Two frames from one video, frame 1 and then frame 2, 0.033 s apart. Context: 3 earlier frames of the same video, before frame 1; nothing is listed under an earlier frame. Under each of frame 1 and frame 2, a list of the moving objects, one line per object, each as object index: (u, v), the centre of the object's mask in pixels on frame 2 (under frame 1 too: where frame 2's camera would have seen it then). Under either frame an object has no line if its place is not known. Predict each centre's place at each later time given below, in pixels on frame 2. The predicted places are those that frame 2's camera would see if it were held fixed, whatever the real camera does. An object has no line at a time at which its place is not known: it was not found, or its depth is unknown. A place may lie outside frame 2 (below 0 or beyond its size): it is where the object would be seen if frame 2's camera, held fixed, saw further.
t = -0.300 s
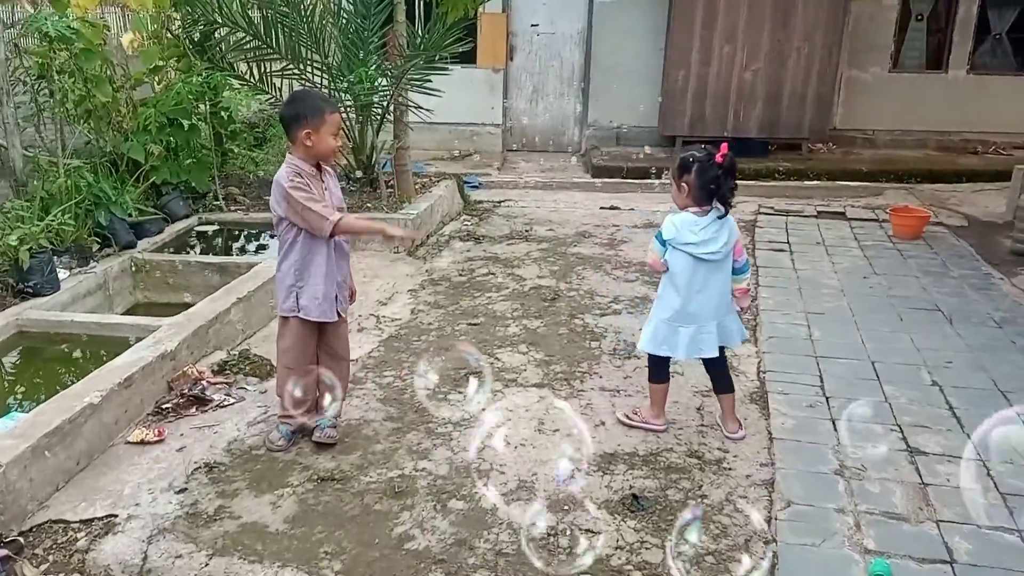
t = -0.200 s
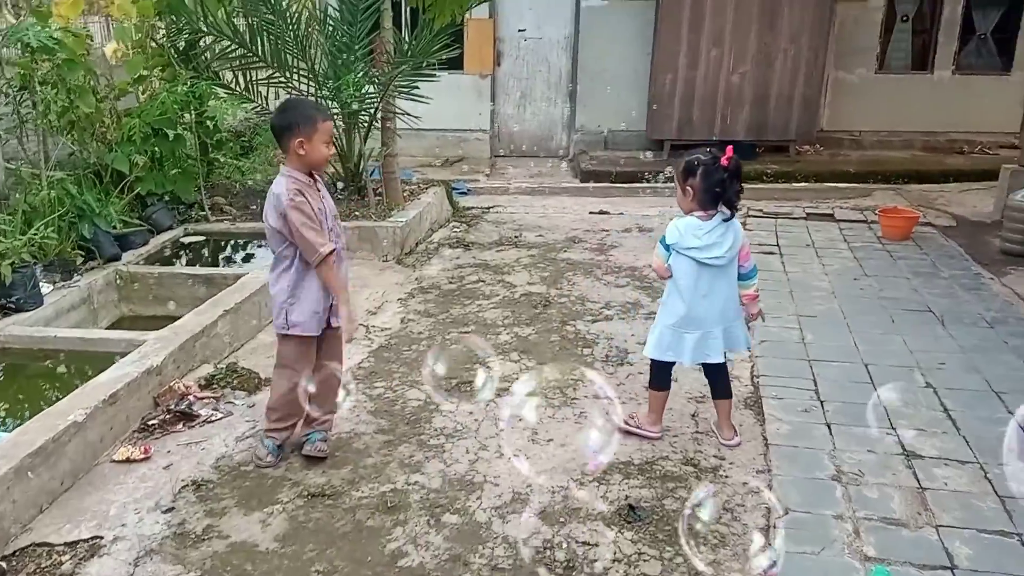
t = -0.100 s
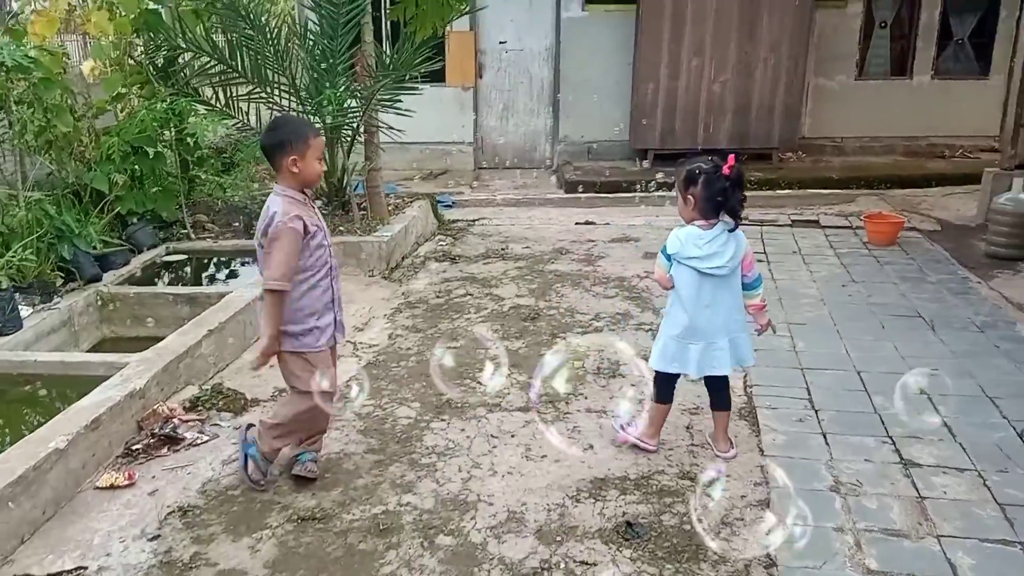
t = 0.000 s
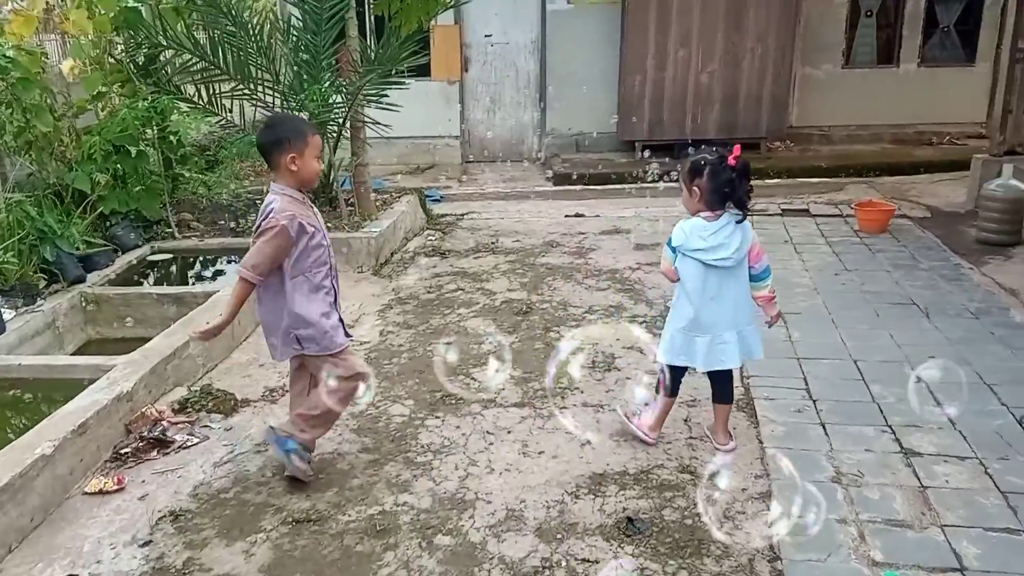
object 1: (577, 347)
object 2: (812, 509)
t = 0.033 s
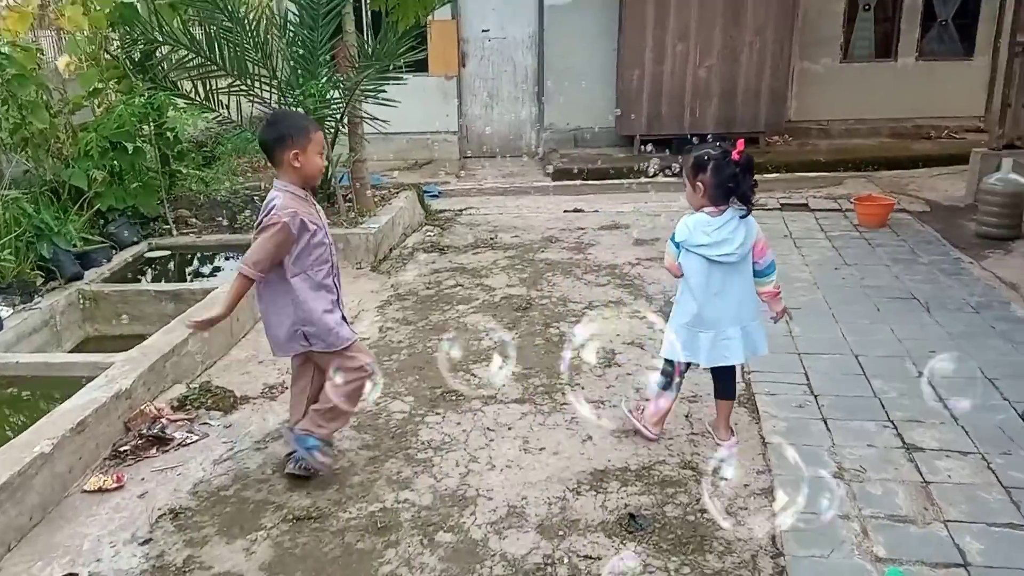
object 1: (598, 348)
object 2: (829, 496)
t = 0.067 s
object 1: (614, 333)
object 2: (836, 480)
